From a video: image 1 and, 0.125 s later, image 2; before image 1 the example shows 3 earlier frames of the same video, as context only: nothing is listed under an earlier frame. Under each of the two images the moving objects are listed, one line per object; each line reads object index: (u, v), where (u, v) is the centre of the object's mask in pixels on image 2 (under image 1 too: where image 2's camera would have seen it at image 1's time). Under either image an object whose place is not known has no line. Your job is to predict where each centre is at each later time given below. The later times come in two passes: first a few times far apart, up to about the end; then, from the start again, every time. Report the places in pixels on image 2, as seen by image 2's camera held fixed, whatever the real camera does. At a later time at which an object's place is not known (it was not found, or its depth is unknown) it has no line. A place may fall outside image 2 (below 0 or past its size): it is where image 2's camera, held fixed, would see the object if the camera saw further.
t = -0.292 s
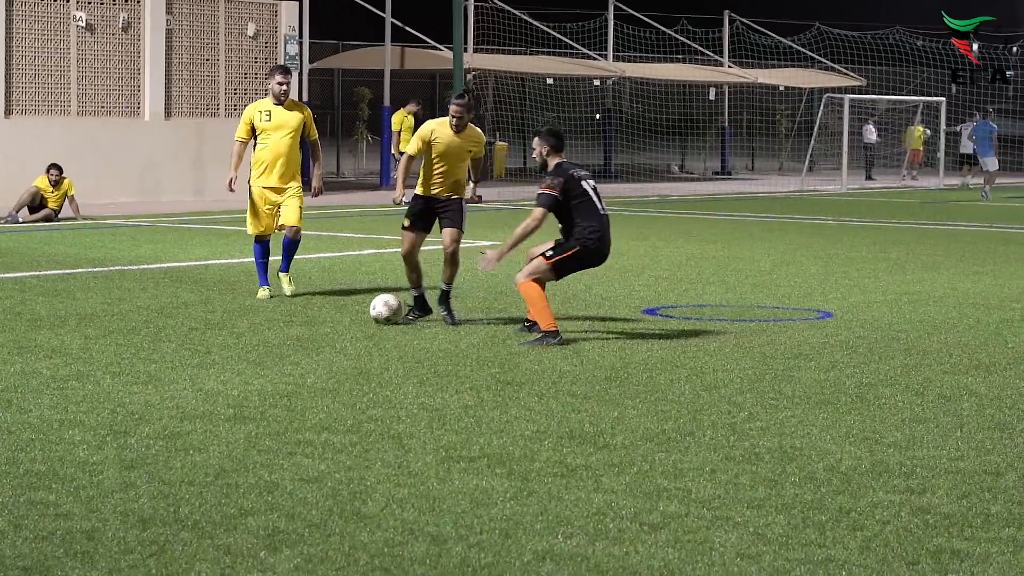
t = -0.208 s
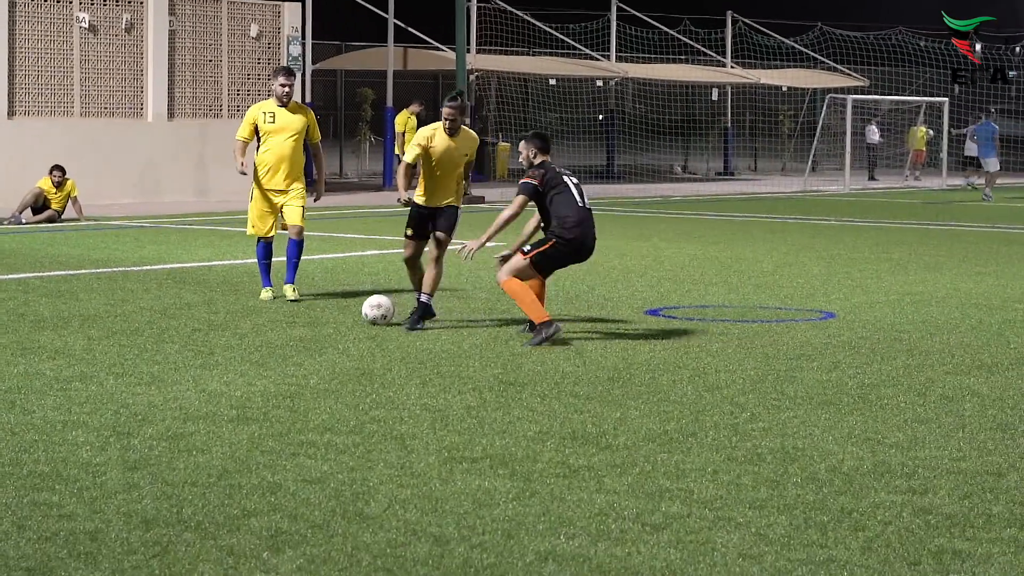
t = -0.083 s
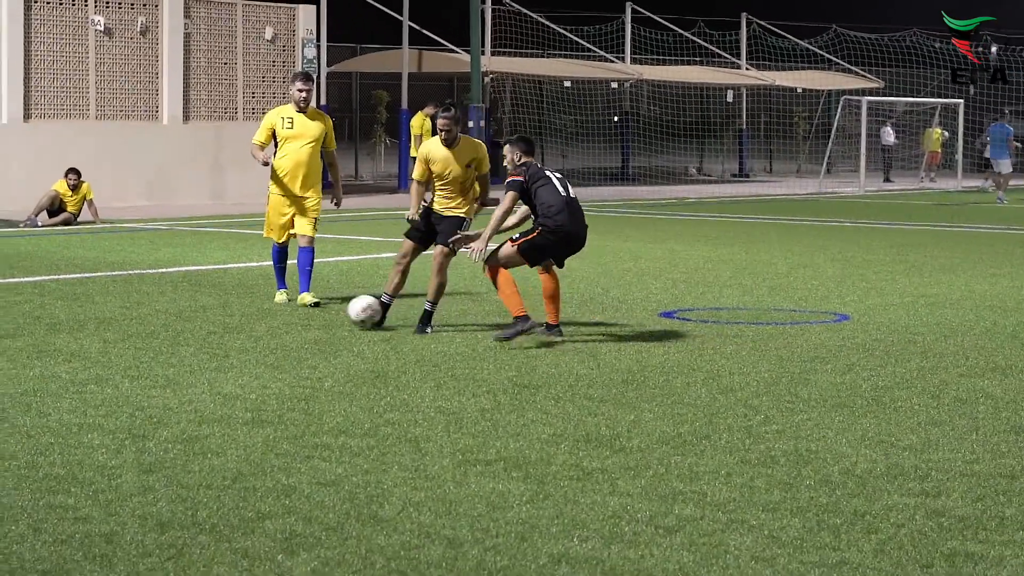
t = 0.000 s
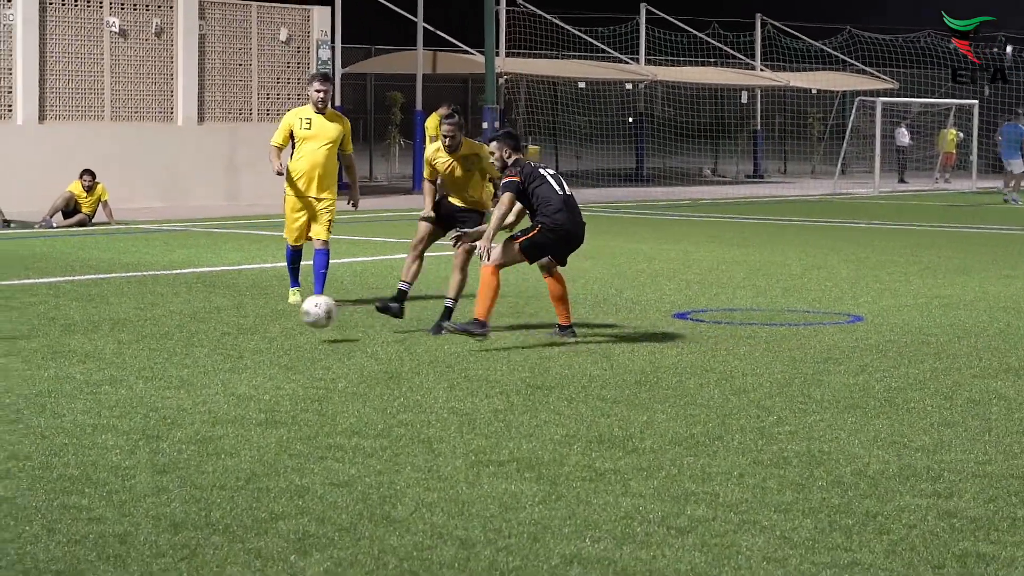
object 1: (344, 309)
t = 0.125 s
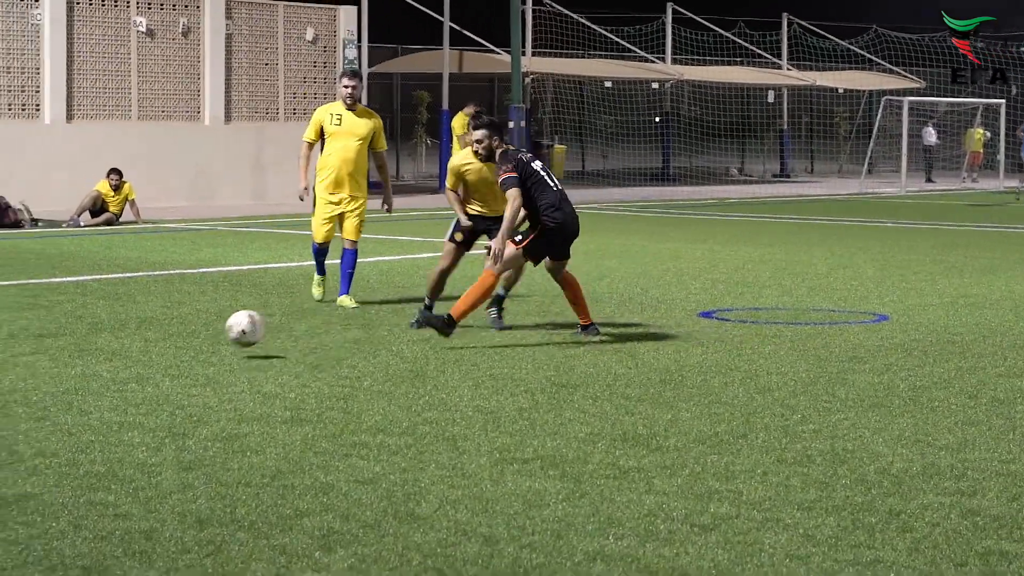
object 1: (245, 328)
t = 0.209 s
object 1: (171, 354)
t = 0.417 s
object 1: (-1, 366)
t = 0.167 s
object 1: (208, 341)
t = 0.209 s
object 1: (171, 354)
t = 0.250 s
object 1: (139, 353)
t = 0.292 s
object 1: (106, 351)
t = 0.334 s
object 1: (72, 352)
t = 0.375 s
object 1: (36, 357)
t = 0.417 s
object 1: (-1, 366)
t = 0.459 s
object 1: (-40, 378)
